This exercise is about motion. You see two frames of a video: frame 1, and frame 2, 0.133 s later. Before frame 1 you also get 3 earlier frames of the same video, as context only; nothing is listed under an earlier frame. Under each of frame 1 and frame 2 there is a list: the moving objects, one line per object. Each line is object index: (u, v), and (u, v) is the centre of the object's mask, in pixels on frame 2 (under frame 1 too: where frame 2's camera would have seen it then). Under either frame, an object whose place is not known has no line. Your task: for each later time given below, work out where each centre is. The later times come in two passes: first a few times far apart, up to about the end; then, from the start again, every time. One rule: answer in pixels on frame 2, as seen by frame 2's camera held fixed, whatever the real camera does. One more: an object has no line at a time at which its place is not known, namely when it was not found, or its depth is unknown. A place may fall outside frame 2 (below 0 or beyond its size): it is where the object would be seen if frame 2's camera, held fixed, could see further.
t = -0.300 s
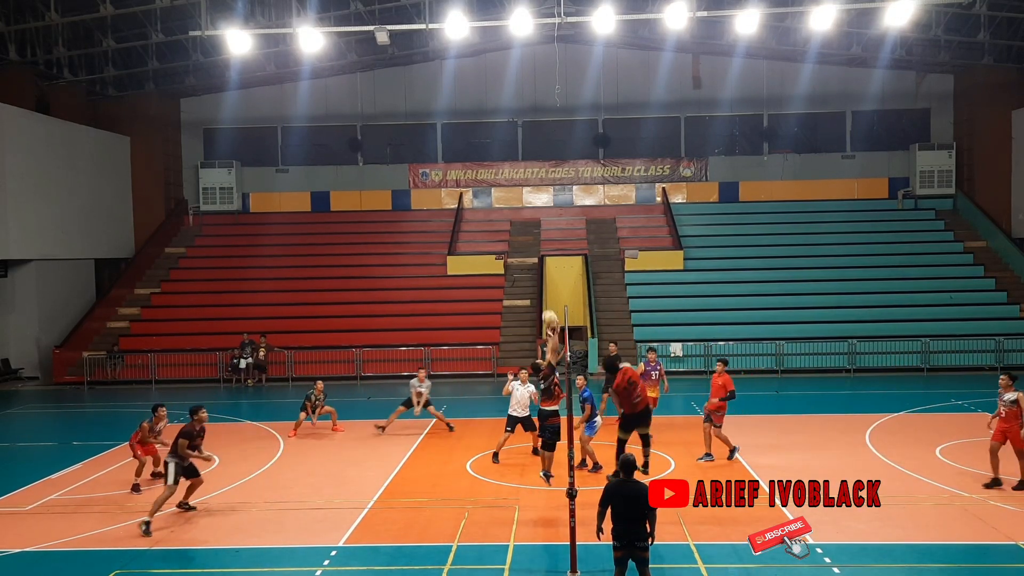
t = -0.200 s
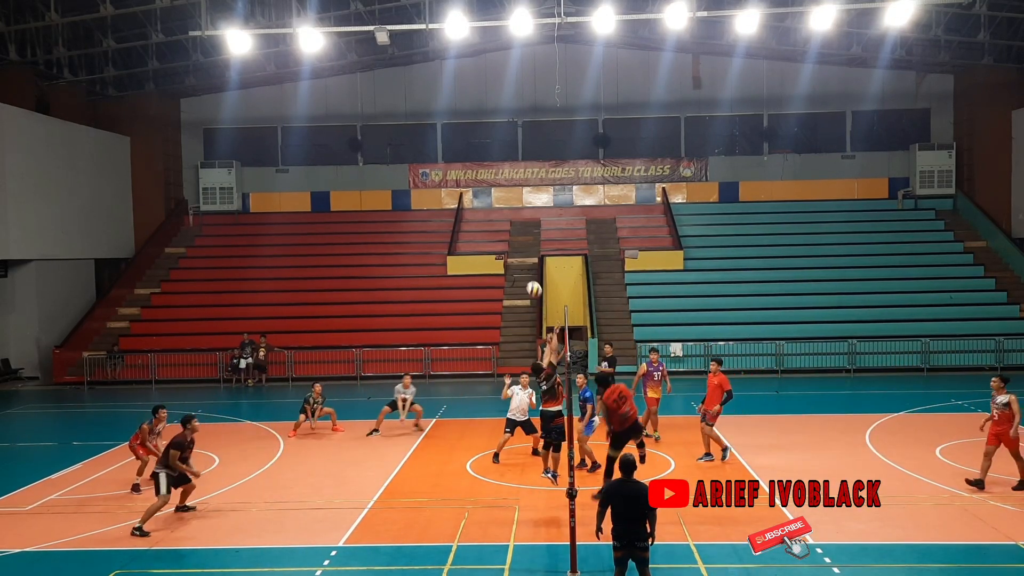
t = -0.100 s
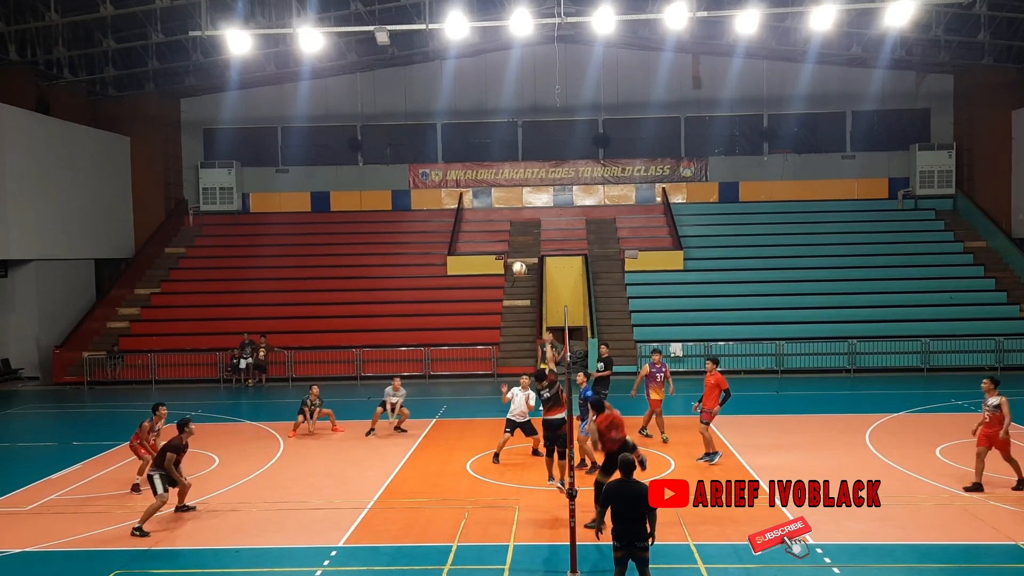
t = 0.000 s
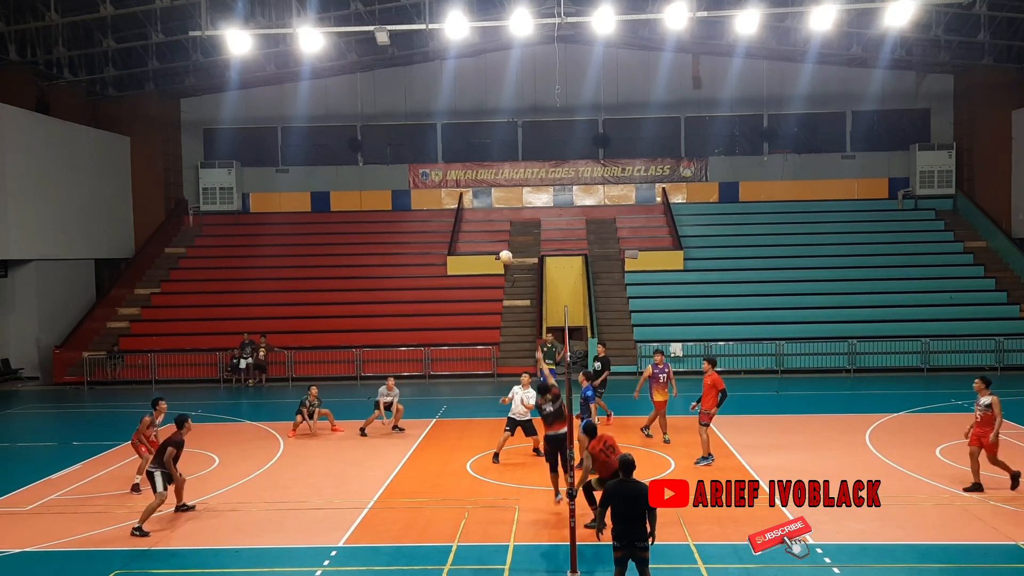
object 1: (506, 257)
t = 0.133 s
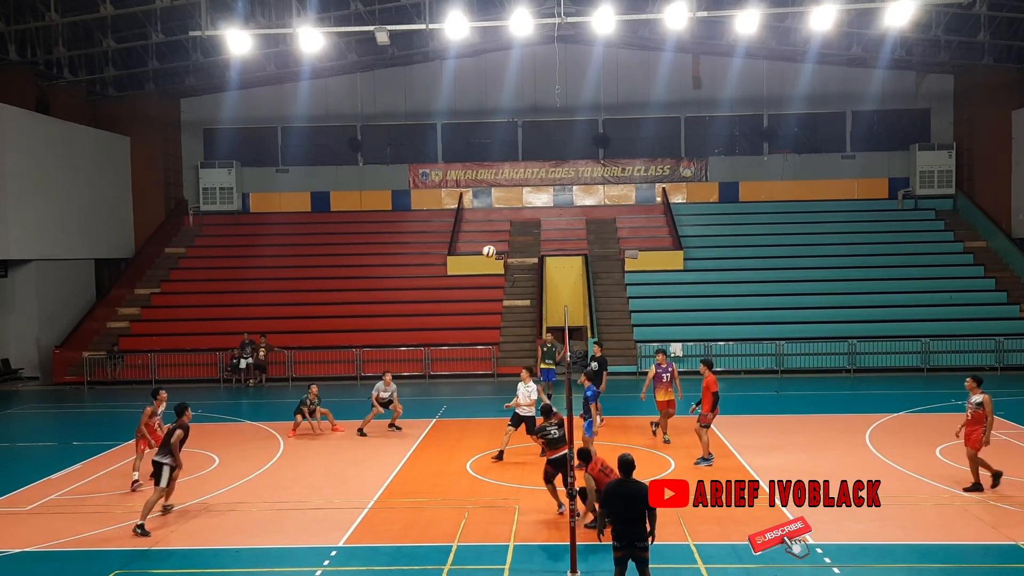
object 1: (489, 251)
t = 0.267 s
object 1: (473, 257)
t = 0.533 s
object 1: (446, 294)
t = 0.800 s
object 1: (423, 358)
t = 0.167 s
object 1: (485, 252)
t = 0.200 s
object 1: (481, 253)
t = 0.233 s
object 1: (477, 254)
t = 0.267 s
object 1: (473, 257)
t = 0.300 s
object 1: (470, 259)
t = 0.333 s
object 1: (466, 263)
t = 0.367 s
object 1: (463, 267)
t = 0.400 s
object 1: (459, 271)
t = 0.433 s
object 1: (456, 276)
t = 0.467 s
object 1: (453, 282)
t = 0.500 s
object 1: (449, 287)
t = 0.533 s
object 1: (446, 294)
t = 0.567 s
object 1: (443, 300)
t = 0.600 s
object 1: (440, 308)
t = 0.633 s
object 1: (437, 315)
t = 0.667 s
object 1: (434, 323)
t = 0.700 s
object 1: (431, 331)
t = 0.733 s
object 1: (429, 340)
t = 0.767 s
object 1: (426, 349)
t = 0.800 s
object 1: (423, 358)
